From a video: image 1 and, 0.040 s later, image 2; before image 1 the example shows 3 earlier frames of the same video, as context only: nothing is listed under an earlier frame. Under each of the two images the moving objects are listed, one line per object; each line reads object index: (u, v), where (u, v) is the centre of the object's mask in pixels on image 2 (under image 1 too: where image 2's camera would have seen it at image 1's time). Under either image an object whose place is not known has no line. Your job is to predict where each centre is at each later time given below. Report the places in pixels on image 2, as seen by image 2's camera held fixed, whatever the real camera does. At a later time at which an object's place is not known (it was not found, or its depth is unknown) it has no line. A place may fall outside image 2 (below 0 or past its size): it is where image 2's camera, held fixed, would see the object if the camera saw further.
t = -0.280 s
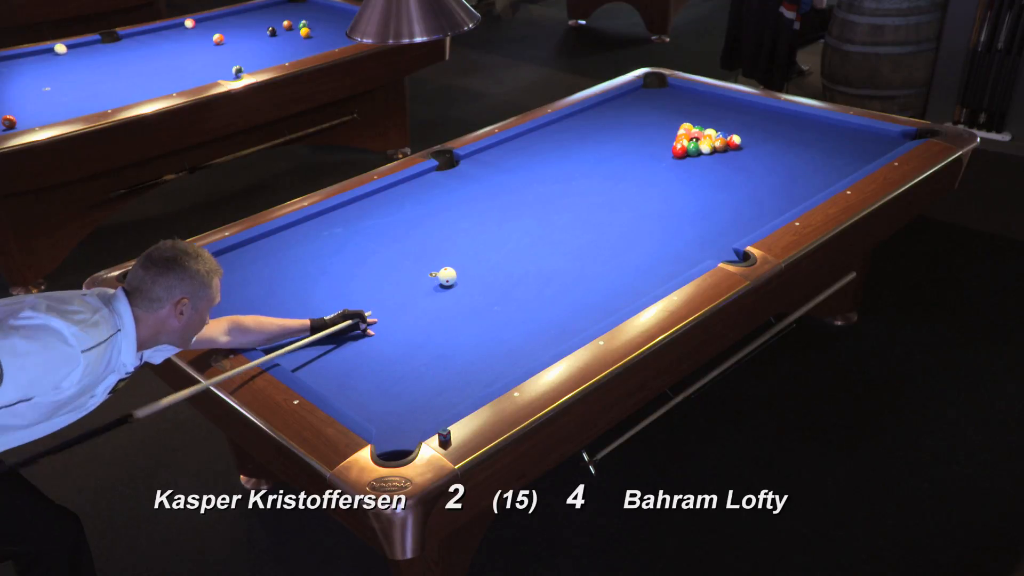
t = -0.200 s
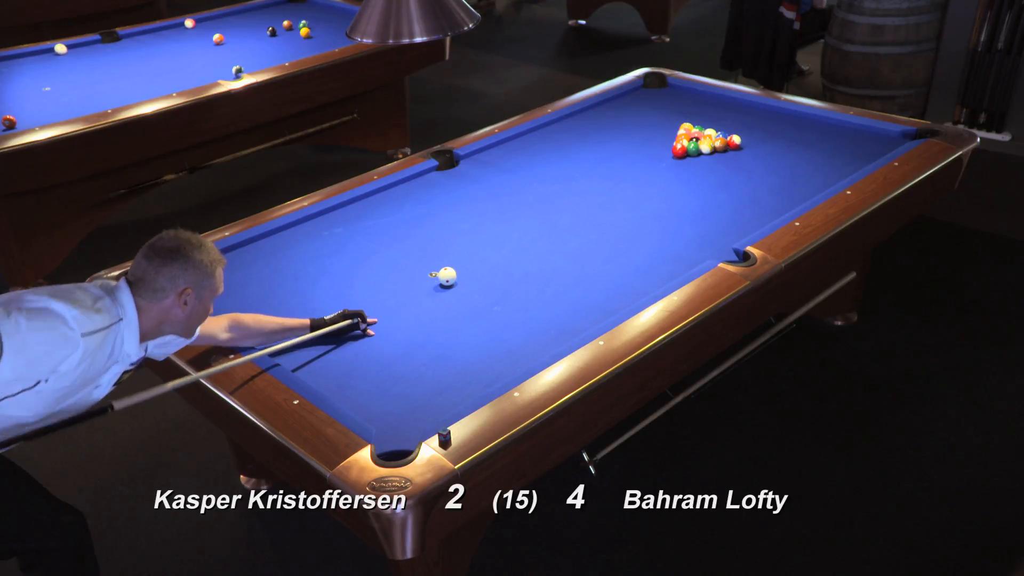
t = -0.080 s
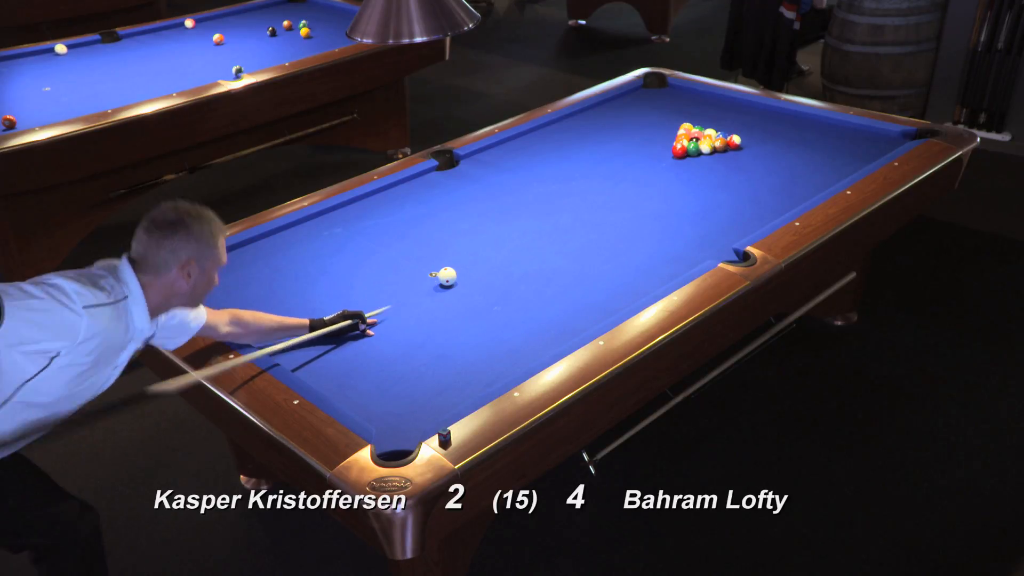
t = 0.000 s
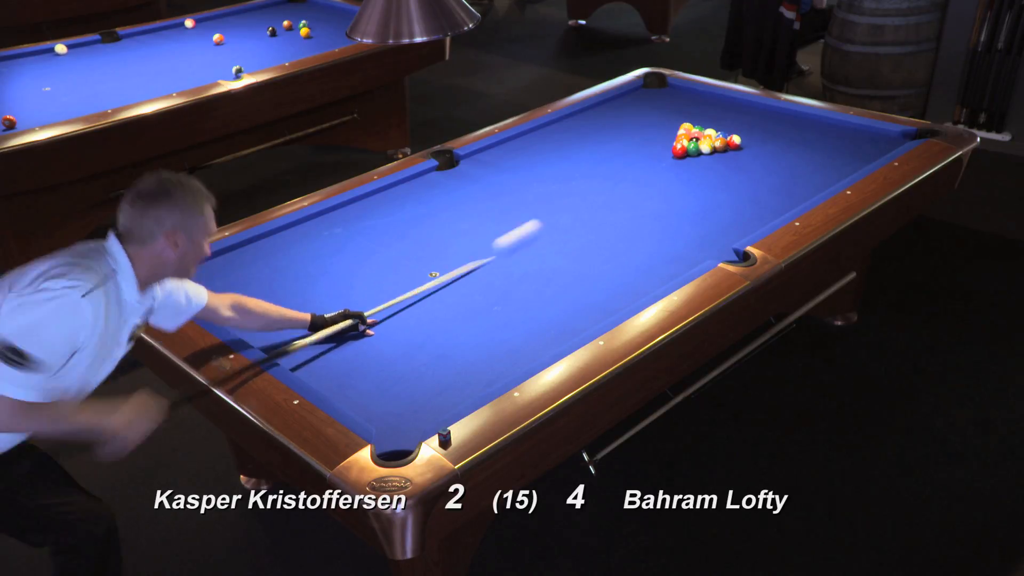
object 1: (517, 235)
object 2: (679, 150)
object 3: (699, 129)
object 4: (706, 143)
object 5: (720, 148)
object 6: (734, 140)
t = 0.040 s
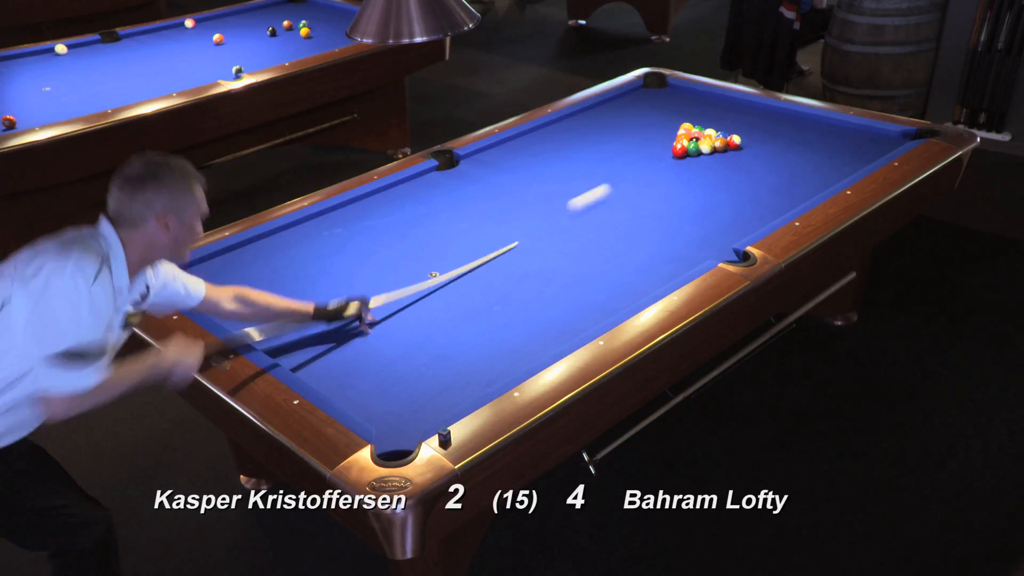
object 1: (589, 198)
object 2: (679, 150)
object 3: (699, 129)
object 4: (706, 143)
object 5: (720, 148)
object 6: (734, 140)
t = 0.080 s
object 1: (652, 164)
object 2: (679, 150)
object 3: (699, 129)
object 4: (706, 143)
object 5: (720, 148)
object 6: (734, 140)
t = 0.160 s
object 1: (670, 164)
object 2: (670, 150)
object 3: (715, 122)
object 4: (709, 151)
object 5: (731, 148)
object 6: (792, 133)
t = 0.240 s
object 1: (668, 175)
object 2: (659, 153)
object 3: (738, 110)
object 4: (712, 156)
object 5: (743, 148)
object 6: (852, 126)
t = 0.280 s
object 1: (667, 180)
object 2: (655, 154)
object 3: (748, 105)
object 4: (713, 158)
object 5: (748, 149)
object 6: (849, 136)
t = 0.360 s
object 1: (665, 189)
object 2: (645, 155)
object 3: (741, 108)
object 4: (716, 163)
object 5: (759, 151)
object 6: (845, 152)
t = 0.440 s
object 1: (663, 198)
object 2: (636, 156)
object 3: (727, 114)
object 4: (720, 168)
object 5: (770, 152)
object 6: (841, 169)
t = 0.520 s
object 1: (662, 207)
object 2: (627, 157)
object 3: (715, 118)
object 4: (723, 173)
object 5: (781, 154)
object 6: (824, 182)
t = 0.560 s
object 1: (661, 211)
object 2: (622, 158)
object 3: (707, 120)
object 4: (724, 176)
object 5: (787, 155)
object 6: (809, 185)
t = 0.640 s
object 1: (659, 221)
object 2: (613, 159)
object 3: (695, 126)
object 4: (727, 181)
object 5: (798, 157)
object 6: (780, 193)
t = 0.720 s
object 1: (658, 230)
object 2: (604, 161)
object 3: (682, 131)
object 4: (730, 187)
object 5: (808, 157)
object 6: (751, 202)
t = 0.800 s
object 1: (656, 240)
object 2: (596, 162)
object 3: (669, 136)
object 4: (733, 191)
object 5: (819, 159)
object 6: (722, 210)
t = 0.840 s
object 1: (655, 246)
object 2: (591, 162)
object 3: (661, 139)
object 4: (735, 194)
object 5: (824, 159)
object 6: (708, 214)
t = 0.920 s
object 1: (653, 256)
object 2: (583, 164)
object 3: (648, 145)
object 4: (738, 199)
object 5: (835, 161)
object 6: (678, 222)
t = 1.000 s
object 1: (651, 267)
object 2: (574, 165)
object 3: (635, 150)
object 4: (741, 205)
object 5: (847, 163)
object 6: (648, 230)
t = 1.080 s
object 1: (649, 277)
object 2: (566, 166)
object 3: (621, 155)
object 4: (744, 210)
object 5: (857, 163)
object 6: (616, 239)
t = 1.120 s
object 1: (648, 283)
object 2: (562, 166)
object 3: (613, 159)
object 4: (746, 213)
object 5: (862, 163)
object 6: (601, 244)
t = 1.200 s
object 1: (641, 291)
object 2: (553, 168)
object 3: (599, 163)
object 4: (749, 218)
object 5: (858, 163)
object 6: (569, 253)
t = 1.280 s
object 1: (626, 296)
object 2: (545, 169)
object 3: (585, 169)
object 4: (752, 224)
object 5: (854, 163)
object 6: (536, 262)
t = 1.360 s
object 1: (611, 299)
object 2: (537, 170)
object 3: (571, 175)
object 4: (750, 227)
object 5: (849, 161)
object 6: (503, 271)
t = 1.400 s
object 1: (604, 300)
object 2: (533, 171)
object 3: (562, 177)
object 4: (746, 228)
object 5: (846, 160)
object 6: (485, 276)
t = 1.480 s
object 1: (589, 303)
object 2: (525, 172)
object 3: (548, 183)
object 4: (738, 229)
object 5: (842, 159)
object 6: (451, 286)
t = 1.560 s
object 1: (574, 306)
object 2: (518, 173)
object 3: (534, 189)
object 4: (729, 230)
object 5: (838, 158)
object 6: (416, 296)
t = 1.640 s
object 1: (560, 309)
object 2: (510, 175)
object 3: (518, 195)
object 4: (720, 231)
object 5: (833, 157)
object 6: (379, 306)
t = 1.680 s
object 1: (553, 311)
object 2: (506, 175)
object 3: (510, 198)
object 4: (715, 231)
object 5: (831, 157)
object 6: (362, 311)
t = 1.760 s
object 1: (538, 314)
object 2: (499, 176)
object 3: (495, 204)
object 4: (707, 232)
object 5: (827, 155)
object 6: (324, 322)
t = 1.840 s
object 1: (524, 317)
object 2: (492, 176)
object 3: (479, 210)
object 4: (698, 232)
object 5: (823, 155)
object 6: (286, 332)
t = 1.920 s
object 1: (509, 320)
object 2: (484, 177)
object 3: (463, 216)
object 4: (690, 233)
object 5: (819, 154)
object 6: (259, 335)
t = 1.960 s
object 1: (502, 321)
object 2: (481, 178)
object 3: (455, 219)
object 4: (686, 233)
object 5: (818, 153)
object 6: (265, 328)
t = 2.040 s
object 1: (488, 324)
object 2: (474, 179)
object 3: (439, 226)
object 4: (678, 234)
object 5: (814, 152)
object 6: (275, 312)
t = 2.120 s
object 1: (474, 327)
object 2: (467, 180)
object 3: (422, 232)
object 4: (670, 235)
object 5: (810, 151)
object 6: (281, 299)
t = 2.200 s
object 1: (460, 330)
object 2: (460, 181)
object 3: (404, 238)
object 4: (662, 235)
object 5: (807, 150)
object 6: (287, 286)
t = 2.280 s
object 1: (446, 333)
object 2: (453, 182)
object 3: (388, 245)
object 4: (654, 236)
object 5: (804, 150)
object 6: (293, 274)
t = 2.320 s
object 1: (439, 334)
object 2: (450, 182)
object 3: (379, 248)
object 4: (651, 236)
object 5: (802, 150)
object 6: (294, 269)
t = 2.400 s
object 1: (425, 337)
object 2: (444, 183)
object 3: (362, 255)
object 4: (643, 237)
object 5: (799, 149)
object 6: (300, 258)
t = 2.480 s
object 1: (411, 340)
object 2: (437, 184)
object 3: (345, 262)
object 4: (636, 237)
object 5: (796, 148)
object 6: (304, 248)
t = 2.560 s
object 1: (398, 343)
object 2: (431, 185)
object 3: (327, 269)
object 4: (628, 238)
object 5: (793, 148)
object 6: (309, 238)
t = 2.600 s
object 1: (391, 344)
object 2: (428, 185)
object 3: (318, 272)
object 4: (625, 238)
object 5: (792, 147)
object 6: (311, 233)
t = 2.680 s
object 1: (377, 347)
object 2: (422, 186)
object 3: (300, 279)
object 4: (618, 238)
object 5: (789, 146)
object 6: (315, 224)
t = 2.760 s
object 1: (364, 350)
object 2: (416, 187)
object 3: (280, 287)
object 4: (612, 239)
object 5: (787, 146)
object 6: (319, 216)
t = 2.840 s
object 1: (351, 353)
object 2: (410, 188)
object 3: (262, 293)
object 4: (605, 239)
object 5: (785, 145)
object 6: (336, 213)
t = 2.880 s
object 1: (344, 354)
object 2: (407, 188)
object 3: (252, 298)
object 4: (602, 239)
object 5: (783, 145)
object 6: (345, 212)
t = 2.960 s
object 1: (331, 357)
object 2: (401, 189)
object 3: (232, 304)
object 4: (595, 240)
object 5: (781, 145)
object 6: (361, 210)
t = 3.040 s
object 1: (318, 359)
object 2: (396, 190)
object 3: (215, 310)
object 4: (589, 240)
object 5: (779, 144)
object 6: (376, 208)
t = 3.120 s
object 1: (305, 362)
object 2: (390, 190)
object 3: (225, 307)
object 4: (583, 240)
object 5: (777, 144)
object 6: (391, 205)
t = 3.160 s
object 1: (299, 363)
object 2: (387, 191)
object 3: (230, 304)
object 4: (580, 240)
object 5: (776, 143)
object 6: (398, 204)
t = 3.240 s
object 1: (294, 362)
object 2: (382, 192)
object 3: (238, 300)
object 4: (574, 241)
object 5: (774, 143)
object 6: (413, 202)
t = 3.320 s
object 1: (297, 359)
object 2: (379, 193)
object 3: (248, 295)
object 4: (569, 241)
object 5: (773, 143)
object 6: (428, 200)
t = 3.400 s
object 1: (300, 355)
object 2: (378, 194)
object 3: (257, 291)
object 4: (563, 241)
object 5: (771, 142)
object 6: (442, 198)
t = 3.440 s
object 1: (302, 353)
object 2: (377, 195)
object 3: (261, 289)
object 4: (560, 242)
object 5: (771, 142)
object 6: (449, 197)
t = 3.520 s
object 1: (305, 349)
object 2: (375, 196)
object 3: (270, 285)
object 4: (555, 242)
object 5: (770, 142)
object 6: (463, 195)
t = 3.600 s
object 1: (308, 346)
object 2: (374, 197)
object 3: (278, 281)
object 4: (550, 243)
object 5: (768, 141)
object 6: (477, 193)
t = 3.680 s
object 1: (311, 343)
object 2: (372, 198)
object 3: (286, 277)
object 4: (545, 243)
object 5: (767, 141)
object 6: (491, 191)
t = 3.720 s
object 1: (313, 341)
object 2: (372, 199)
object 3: (290, 275)
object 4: (543, 243)
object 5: (767, 141)
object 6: (497, 190)
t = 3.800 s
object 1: (316, 338)
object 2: (370, 200)
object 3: (299, 271)
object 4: (538, 243)
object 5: (766, 141)
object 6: (511, 188)
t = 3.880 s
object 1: (319, 334)
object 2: (369, 201)
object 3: (305, 268)
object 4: (533, 243)
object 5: (765, 141)
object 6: (524, 186)
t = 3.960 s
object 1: (321, 331)
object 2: (367, 202)
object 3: (313, 264)
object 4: (529, 243)
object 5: (764, 141)
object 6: (536, 184)
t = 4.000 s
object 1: (323, 330)
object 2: (367, 202)
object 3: (316, 263)
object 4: (527, 244)
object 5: (764, 141)
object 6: (543, 183)
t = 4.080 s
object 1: (325, 327)
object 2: (366, 203)
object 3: (323, 259)
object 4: (523, 244)
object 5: (763, 140)
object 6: (555, 181)
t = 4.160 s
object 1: (328, 324)
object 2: (365, 204)
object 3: (330, 256)
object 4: (519, 244)
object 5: (763, 140)
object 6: (567, 180)
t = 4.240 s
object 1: (330, 322)
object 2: (364, 205)
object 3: (337, 253)
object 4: (515, 244)
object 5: (762, 140)
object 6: (579, 178)
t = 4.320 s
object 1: (332, 319)
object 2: (363, 205)
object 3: (344, 250)
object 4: (511, 244)
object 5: (762, 140)
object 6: (592, 176)
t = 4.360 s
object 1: (333, 318)
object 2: (363, 206)
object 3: (347, 249)
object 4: (510, 244)
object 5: (762, 140)
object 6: (597, 175)
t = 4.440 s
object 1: (336, 316)
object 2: (362, 206)
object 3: (352, 245)
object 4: (507, 244)
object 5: (762, 140)
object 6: (610, 173)
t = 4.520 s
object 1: (338, 313)
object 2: (361, 207)
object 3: (358, 243)
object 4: (503, 244)
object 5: (762, 141)
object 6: (620, 172)
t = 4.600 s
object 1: (340, 311)
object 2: (360, 207)
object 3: (364, 240)
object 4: (500, 244)
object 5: (762, 140)
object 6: (632, 170)
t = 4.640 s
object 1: (340, 310)
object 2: (360, 208)
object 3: (367, 239)
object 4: (499, 245)
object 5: (762, 140)
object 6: (637, 169)
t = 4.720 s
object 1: (342, 308)
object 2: (360, 208)
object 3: (372, 236)
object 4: (496, 245)
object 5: (762, 140)
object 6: (648, 167)
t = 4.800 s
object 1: (344, 306)
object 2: (359, 208)
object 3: (378, 234)
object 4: (493, 245)
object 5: (762, 141)
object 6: (660, 165)
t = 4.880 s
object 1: (345, 305)
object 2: (359, 208)
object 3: (383, 231)
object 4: (490, 245)
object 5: (762, 141)
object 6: (669, 164)
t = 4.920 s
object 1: (346, 304)
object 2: (359, 209)
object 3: (385, 230)
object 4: (489, 245)
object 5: (762, 141)
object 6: (675, 163)
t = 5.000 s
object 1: (347, 302)
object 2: (358, 208)
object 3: (390, 228)
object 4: (487, 245)
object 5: (762, 141)
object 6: (684, 162)
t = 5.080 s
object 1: (349, 301)
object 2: (358, 209)
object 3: (394, 225)
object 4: (485, 245)
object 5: (762, 141)
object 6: (687, 162)
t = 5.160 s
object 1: (350, 299)
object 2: (358, 209)
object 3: (399, 223)
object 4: (483, 245)
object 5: (762, 141)
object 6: (689, 161)
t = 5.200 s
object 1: (351, 298)
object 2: (358, 209)
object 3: (401, 222)
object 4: (482, 245)
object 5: (762, 141)
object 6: (690, 161)
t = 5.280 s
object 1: (352, 297)
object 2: (358, 209)
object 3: (405, 220)
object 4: (480, 245)
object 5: (762, 141)
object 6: (692, 162)
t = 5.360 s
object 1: (353, 296)
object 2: (358, 209)
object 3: (409, 218)
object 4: (479, 245)
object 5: (762, 141)
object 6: (693, 162)
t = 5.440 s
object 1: (354, 295)
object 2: (358, 209)
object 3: (413, 216)
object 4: (478, 245)
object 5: (762, 141)
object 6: (695, 161)
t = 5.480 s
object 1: (354, 294)
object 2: (358, 208)
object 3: (415, 215)
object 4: (477, 245)
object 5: (762, 141)
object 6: (696, 161)
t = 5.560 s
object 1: (355, 293)
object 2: (358, 208)
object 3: (419, 212)
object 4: (476, 245)
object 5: (762, 141)
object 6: (697, 161)
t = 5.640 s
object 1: (356, 292)
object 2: (358, 208)
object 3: (423, 211)
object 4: (475, 245)
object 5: (762, 141)
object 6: (699, 161)
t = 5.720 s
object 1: (357, 291)
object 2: (358, 209)
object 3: (426, 209)
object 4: (474, 245)
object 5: (762, 140)
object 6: (700, 160)
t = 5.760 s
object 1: (357, 291)
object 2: (358, 209)
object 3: (428, 208)
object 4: (474, 245)
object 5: (763, 140)
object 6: (700, 160)
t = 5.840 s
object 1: (358, 290)
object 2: (358, 209)
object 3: (431, 207)
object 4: (473, 246)
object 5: (762, 139)
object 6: (701, 160)
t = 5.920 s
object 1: (358, 289)
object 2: (358, 209)
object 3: (434, 205)
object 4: (472, 246)
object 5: (762, 139)
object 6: (702, 160)
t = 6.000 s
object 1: (359, 289)
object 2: (358, 209)
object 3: (437, 204)
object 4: (472, 246)
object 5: (762, 140)
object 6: (703, 160)
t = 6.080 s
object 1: (360, 288)
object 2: (358, 209)
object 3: (440, 202)
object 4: (471, 246)
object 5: (762, 141)
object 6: (704, 159)
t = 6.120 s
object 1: (360, 288)
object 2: (358, 209)
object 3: (442, 201)
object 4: (471, 246)
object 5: (762, 141)
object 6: (705, 159)
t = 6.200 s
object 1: (360, 288)
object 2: (358, 209)
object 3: (444, 200)
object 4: (471, 247)
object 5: (763, 141)
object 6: (705, 159)
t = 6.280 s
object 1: (361, 287)
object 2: (358, 209)
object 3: (447, 198)
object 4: (470, 247)
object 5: (763, 141)
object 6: (706, 159)
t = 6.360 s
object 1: (361, 287)
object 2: (358, 209)
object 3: (450, 197)
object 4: (470, 247)
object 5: (763, 141)
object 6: (706, 158)
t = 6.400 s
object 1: (361, 287)
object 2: (358, 209)
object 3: (451, 196)
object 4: (470, 247)
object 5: (763, 141)
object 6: (706, 158)
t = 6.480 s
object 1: (362, 287)
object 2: (358, 209)
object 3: (454, 195)
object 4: (470, 247)
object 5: (763, 141)
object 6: (706, 158)
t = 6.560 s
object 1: (362, 287)
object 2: (358, 209)
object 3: (457, 194)
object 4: (470, 248)
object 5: (763, 141)
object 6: (706, 158)
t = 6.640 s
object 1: (362, 286)
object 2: (358, 209)
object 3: (459, 193)
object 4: (469, 248)
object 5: (763, 141)
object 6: (706, 158)
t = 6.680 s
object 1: (362, 286)
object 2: (358, 209)
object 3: (459, 192)
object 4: (469, 248)
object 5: (763, 141)
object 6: (706, 158)
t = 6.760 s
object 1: (363, 286)
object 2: (358, 209)
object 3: (461, 191)
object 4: (469, 248)
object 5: (763, 141)
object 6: (706, 158)
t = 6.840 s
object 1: (363, 286)
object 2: (358, 209)
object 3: (464, 190)
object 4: (469, 248)
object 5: (763, 141)
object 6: (706, 158)
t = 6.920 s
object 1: (363, 286)
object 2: (358, 209)
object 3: (466, 189)
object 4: (469, 248)
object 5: (763, 141)
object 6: (706, 158)
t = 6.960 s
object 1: (363, 286)
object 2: (358, 209)
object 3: (467, 189)
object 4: (470, 248)
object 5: (763, 141)
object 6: (706, 158)
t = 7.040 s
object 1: (362, 286)
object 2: (358, 209)
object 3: (469, 188)
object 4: (470, 248)
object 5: (763, 141)
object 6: (706, 158)
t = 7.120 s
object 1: (362, 286)
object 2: (358, 209)
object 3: (470, 187)
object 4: (470, 248)
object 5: (763, 141)
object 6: (706, 158)
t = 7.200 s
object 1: (362, 286)
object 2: (358, 209)
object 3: (472, 187)
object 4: (470, 248)
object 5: (763, 141)
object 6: (706, 158)
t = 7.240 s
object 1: (362, 286)
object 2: (358, 209)
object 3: (473, 186)
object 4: (470, 248)
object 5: (763, 141)
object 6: (706, 158)
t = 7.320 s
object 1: (362, 286)
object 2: (358, 209)
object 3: (475, 185)
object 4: (470, 248)
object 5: (763, 141)
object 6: (707, 158)
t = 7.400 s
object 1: (362, 286)
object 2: (358, 209)
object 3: (476, 185)
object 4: (470, 248)
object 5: (763, 141)
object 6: (707, 158)
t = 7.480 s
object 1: (362, 286)
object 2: (358, 209)
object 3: (477, 184)
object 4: (470, 248)
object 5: (763, 141)
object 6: (707, 158)
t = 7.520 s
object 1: (362, 286)
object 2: (358, 209)
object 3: (478, 183)
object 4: (470, 248)
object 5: (763, 141)
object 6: (707, 158)
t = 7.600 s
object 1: (362, 286)
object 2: (358, 209)
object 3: (479, 183)
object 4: (470, 248)
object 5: (763, 141)
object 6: (707, 158)
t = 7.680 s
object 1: (362, 286)
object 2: (358, 209)
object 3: (480, 183)
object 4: (470, 248)
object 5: (763, 141)
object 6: (707, 158)
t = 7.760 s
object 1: (362, 286)
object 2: (358, 209)
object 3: (481, 182)
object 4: (470, 248)
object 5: (763, 141)
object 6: (707, 158)
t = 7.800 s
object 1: (362, 286)
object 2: (358, 209)
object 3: (482, 182)
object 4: (470, 248)
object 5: (763, 141)
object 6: (707, 158)
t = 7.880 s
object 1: (362, 286)
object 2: (358, 209)
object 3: (483, 182)
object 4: (470, 248)
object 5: (763, 141)
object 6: (707, 158)
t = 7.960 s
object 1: (362, 286)
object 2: (358, 209)
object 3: (484, 182)
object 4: (470, 248)
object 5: (763, 141)
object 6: (707, 158)
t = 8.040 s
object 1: (362, 286)
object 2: (358, 209)
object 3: (485, 181)
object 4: (470, 248)
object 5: (763, 141)
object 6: (707, 158)
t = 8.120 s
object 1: (363, 286)
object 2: (358, 209)
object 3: (485, 181)
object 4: (470, 248)
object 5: (763, 141)
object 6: (707, 158)
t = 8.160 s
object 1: (362, 286)
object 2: (358, 209)
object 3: (486, 181)
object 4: (470, 248)
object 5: (763, 141)
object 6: (707, 158)
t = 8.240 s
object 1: (363, 286)
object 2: (358, 209)
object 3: (486, 181)
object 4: (470, 248)
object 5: (763, 141)
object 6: (707, 158)
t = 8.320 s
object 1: (362, 286)
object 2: (358, 209)
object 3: (487, 180)
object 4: (470, 248)
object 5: (763, 141)
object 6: (707, 158)
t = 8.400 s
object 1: (362, 286)
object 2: (358, 209)
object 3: (487, 180)
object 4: (470, 248)
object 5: (763, 141)
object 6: (707, 158)
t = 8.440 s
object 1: (362, 287)
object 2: (358, 209)
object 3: (488, 180)
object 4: (470, 248)
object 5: (763, 141)
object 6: (707, 158)
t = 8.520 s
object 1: (362, 287)
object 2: (358, 209)
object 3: (488, 180)
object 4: (470, 248)
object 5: (763, 141)
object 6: (707, 158)
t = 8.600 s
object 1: (362, 286)
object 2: (357, 209)
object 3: (488, 180)
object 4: (470, 248)
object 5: (763, 141)
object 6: (707, 158)
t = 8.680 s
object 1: (362, 286)
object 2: (358, 209)
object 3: (488, 180)
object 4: (470, 248)
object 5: (763, 141)
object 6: (707, 158)
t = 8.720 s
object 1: (362, 286)
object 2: (358, 209)
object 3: (488, 180)
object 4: (470, 248)
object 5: (763, 141)
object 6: (707, 158)
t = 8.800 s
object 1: (362, 286)
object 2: (358, 209)
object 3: (488, 180)
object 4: (470, 248)
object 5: (763, 141)
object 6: (707, 158)
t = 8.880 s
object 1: (362, 286)
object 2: (358, 209)
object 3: (488, 180)
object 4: (470, 248)
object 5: (763, 141)
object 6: (707, 158)
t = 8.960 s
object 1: (362, 286)
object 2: (358, 209)
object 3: (488, 180)
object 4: (470, 248)
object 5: (763, 141)
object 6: (707, 158)
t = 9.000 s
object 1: (362, 286)
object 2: (358, 209)
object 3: (488, 180)
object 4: (470, 248)
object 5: (762, 141)
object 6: (707, 158)
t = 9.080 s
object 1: (363, 286)
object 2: (358, 209)
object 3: (488, 180)
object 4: (470, 248)
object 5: (762, 141)
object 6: (707, 158)
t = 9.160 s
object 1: (363, 286)
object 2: (358, 209)
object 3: (488, 180)
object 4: (470, 248)
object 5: (762, 141)
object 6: (707, 158)
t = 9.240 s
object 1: (363, 286)
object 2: (358, 209)
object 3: (488, 180)
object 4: (470, 248)
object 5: (762, 141)
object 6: (707, 158)
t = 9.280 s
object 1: (363, 286)
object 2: (358, 209)
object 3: (488, 180)
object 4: (469, 248)
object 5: (762, 141)
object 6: (707, 158)
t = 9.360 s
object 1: (363, 286)
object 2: (358, 209)
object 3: (488, 180)
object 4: (470, 248)
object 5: (762, 141)
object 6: (707, 158)
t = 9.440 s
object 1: (363, 286)
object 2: (358, 209)
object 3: (487, 180)
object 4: (470, 248)
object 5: (762, 141)
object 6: (707, 158)
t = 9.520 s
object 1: (362, 286)
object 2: (358, 209)
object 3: (487, 180)
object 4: (470, 248)
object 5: (762, 141)
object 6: (707, 158)
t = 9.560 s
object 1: (363, 286)
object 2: (358, 209)
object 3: (488, 180)
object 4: (470, 248)
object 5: (762, 141)
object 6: (707, 158)
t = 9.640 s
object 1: (363, 286)
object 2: (358, 209)
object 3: (488, 180)
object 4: (470, 248)
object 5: (762, 141)
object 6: (707, 158)
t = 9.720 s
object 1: (363, 286)
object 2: (358, 209)
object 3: (488, 180)
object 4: (470, 248)
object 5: (762, 141)
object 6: (707, 158)
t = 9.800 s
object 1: (363, 286)
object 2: (358, 209)
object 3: (488, 180)
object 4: (470, 248)
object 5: (762, 141)
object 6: (707, 158)
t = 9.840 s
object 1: (363, 286)
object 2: (358, 209)
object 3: (488, 180)
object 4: (470, 248)
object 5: (762, 141)
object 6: (707, 158)
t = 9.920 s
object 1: (363, 286)
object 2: (358, 209)
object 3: (488, 180)
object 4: (470, 248)
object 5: (762, 141)
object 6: (707, 158)
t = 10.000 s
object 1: (363, 286)
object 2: (358, 209)
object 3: (488, 180)
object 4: (470, 248)
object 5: (762, 141)
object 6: (707, 158)
